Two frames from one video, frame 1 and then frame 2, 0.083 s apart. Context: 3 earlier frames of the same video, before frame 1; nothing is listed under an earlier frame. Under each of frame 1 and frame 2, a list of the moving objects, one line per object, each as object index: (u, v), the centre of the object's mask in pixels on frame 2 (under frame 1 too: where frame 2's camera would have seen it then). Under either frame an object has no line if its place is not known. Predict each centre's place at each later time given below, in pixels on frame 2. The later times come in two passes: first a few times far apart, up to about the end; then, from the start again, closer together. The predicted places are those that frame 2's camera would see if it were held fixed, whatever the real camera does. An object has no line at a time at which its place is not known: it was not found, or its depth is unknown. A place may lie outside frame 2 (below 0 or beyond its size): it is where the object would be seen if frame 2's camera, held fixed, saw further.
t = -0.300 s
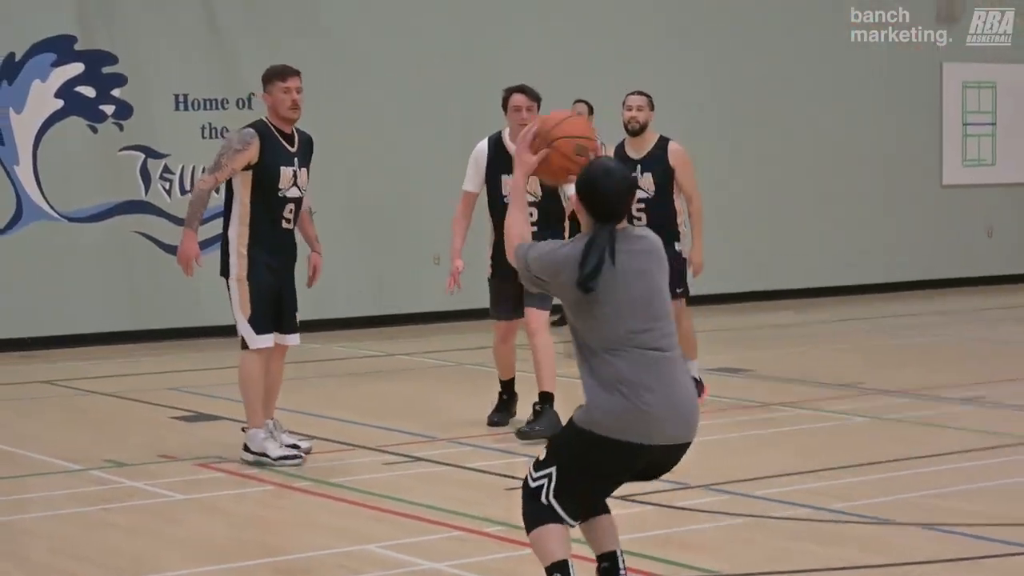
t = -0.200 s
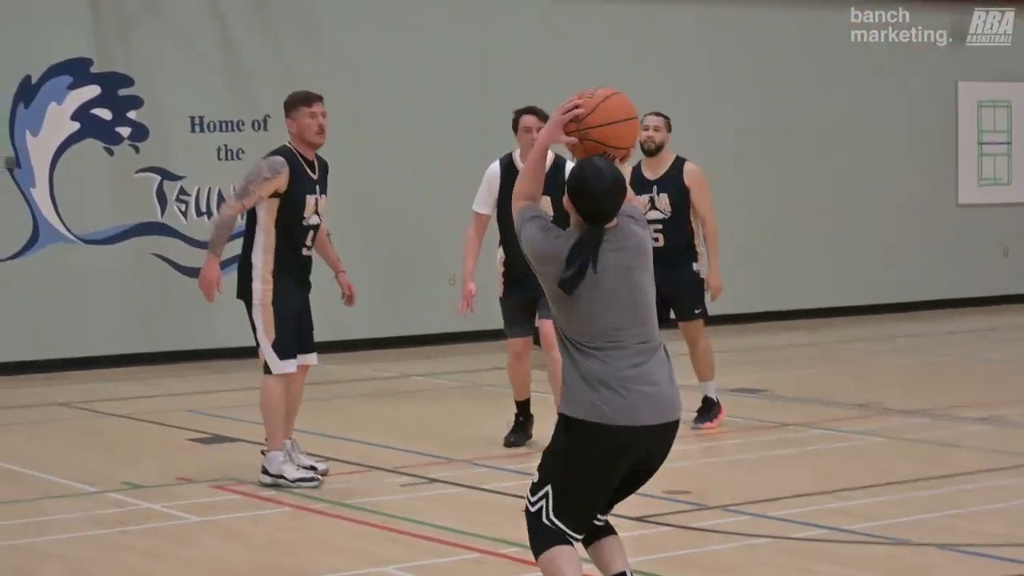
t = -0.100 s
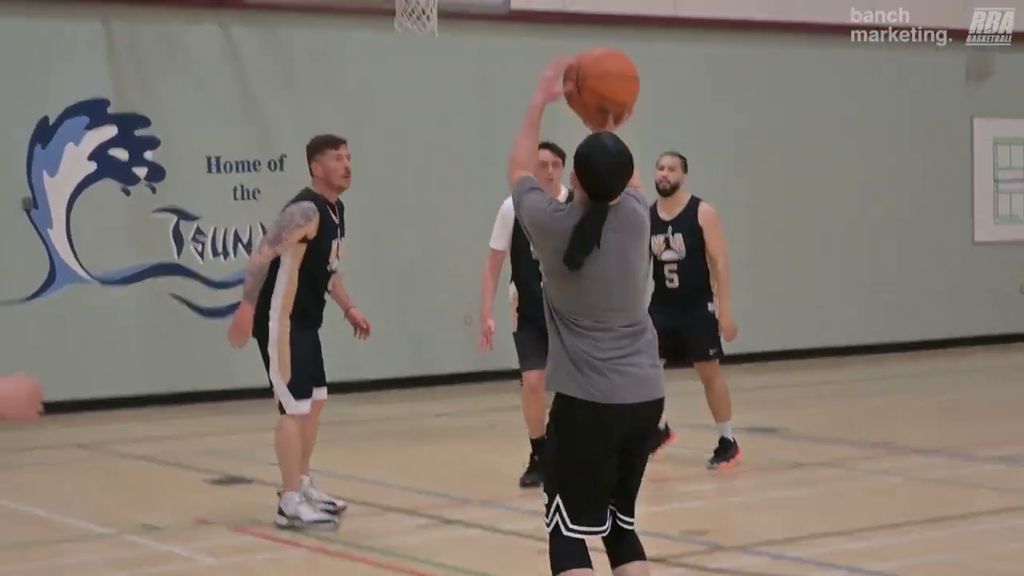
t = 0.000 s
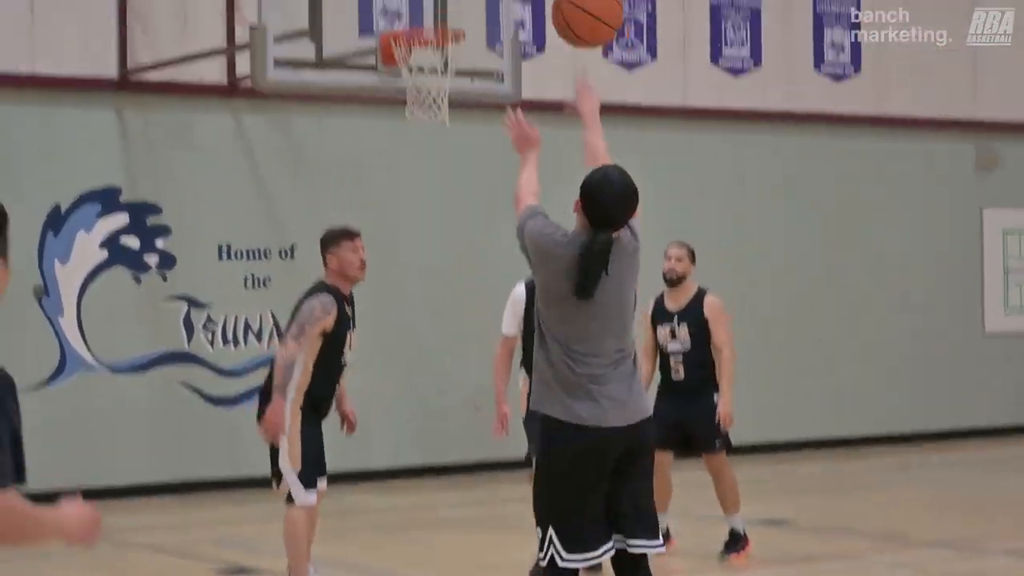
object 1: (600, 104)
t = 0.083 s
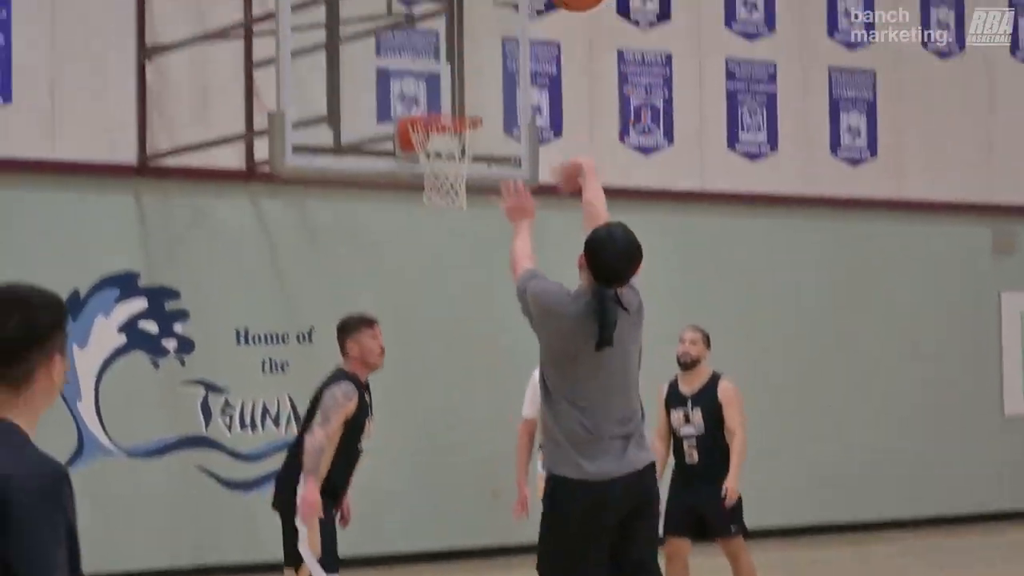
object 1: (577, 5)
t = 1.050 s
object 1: (446, 13)
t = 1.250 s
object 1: (468, 77)
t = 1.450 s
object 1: (546, 41)
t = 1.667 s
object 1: (634, 71)
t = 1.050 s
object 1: (446, 13)
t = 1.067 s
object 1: (445, 26)
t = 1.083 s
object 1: (445, 40)
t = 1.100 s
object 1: (444, 53)
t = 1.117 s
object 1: (443, 67)
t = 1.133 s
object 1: (442, 81)
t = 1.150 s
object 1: (441, 95)
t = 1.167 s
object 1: (441, 103)
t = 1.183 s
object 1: (443, 100)
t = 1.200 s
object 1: (449, 95)
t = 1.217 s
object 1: (455, 88)
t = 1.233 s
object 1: (462, 82)
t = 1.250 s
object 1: (468, 77)
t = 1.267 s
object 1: (475, 72)
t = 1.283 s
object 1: (481, 66)
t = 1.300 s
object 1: (487, 62)
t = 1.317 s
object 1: (494, 58)
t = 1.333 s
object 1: (500, 55)
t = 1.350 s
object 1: (507, 51)
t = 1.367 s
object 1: (513, 48)
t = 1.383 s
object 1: (519, 46)
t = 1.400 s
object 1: (526, 44)
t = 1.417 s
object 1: (532, 42)
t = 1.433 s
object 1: (539, 41)
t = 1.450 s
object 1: (546, 41)
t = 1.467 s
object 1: (552, 41)
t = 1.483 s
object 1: (559, 41)
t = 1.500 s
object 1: (566, 41)
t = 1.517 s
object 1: (573, 42)
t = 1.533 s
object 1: (579, 44)
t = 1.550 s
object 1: (586, 46)
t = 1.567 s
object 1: (593, 48)
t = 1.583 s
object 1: (599, 50)
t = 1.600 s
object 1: (606, 54)
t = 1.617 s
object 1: (613, 57)
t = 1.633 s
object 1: (620, 61)
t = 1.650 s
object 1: (627, 66)
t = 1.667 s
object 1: (634, 71)
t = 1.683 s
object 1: (641, 76)
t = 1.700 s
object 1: (648, 82)
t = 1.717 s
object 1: (656, 87)
